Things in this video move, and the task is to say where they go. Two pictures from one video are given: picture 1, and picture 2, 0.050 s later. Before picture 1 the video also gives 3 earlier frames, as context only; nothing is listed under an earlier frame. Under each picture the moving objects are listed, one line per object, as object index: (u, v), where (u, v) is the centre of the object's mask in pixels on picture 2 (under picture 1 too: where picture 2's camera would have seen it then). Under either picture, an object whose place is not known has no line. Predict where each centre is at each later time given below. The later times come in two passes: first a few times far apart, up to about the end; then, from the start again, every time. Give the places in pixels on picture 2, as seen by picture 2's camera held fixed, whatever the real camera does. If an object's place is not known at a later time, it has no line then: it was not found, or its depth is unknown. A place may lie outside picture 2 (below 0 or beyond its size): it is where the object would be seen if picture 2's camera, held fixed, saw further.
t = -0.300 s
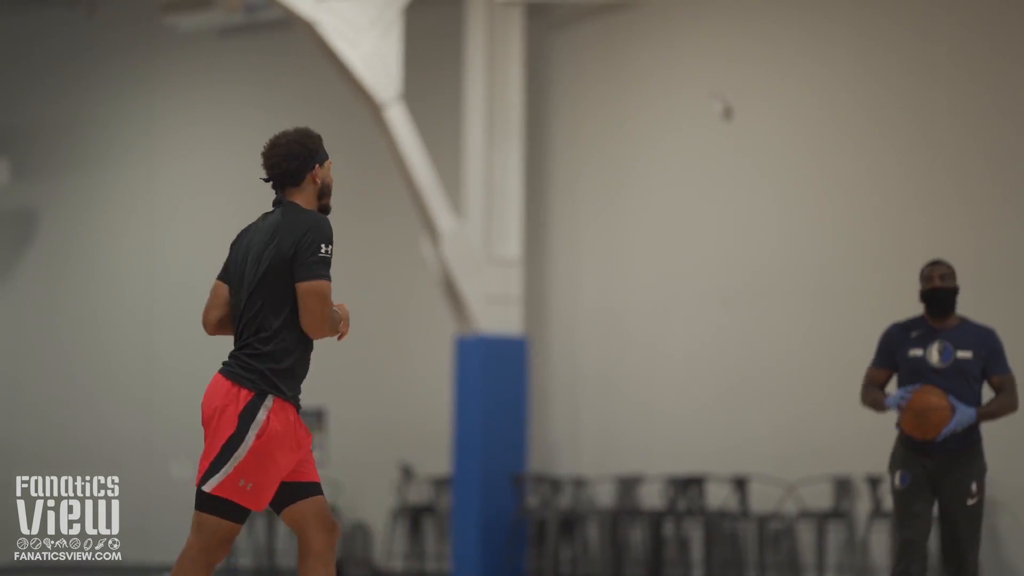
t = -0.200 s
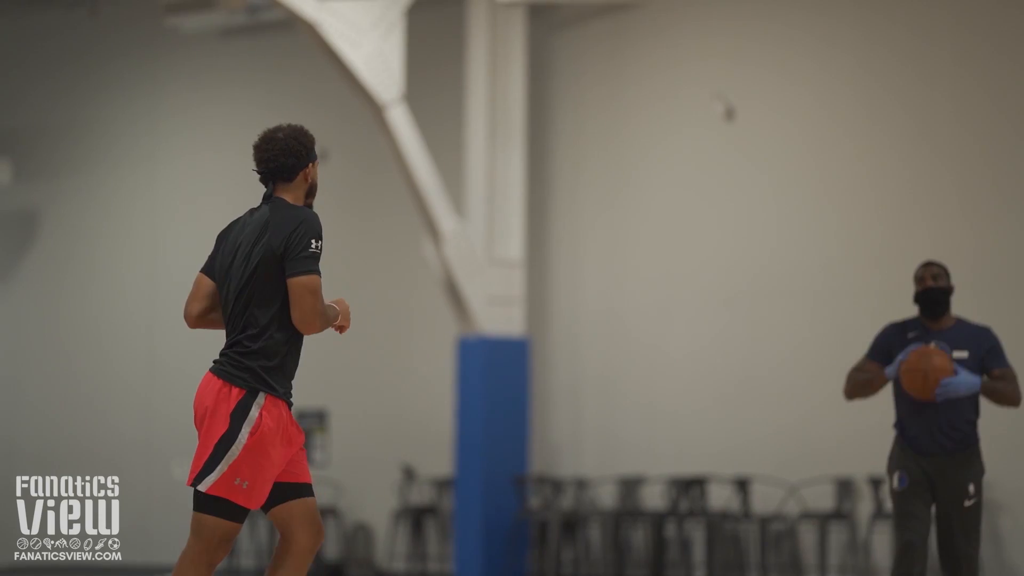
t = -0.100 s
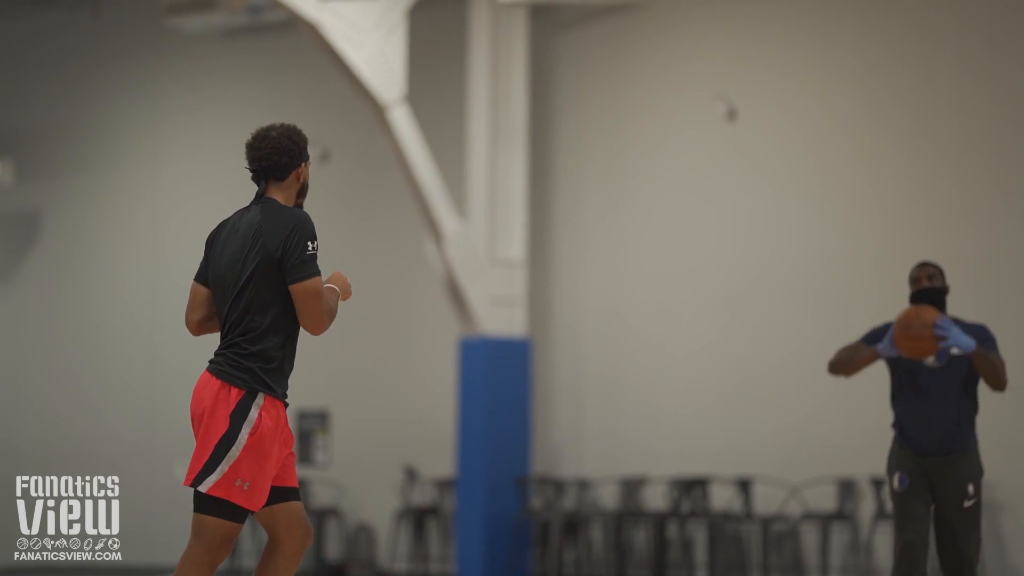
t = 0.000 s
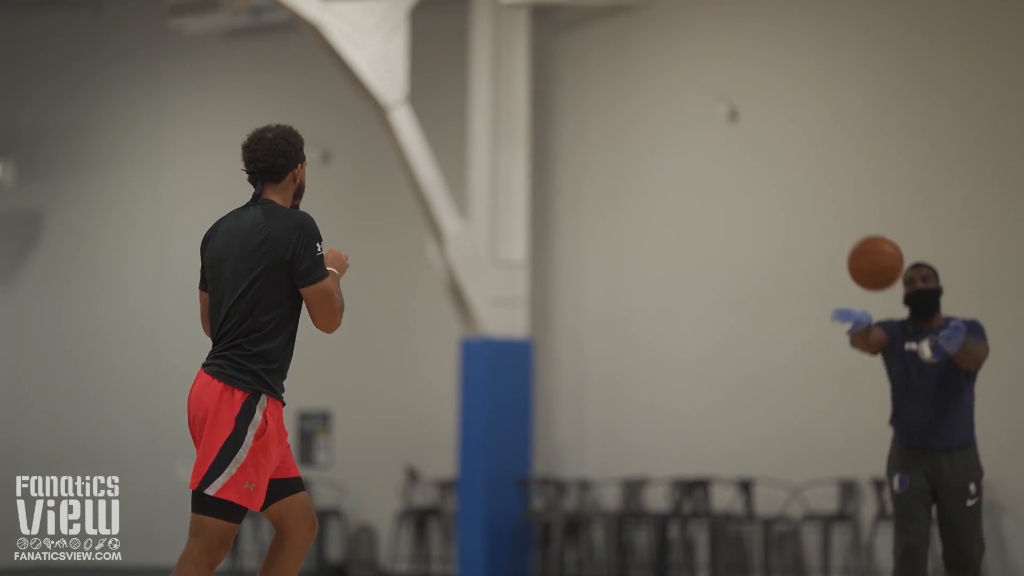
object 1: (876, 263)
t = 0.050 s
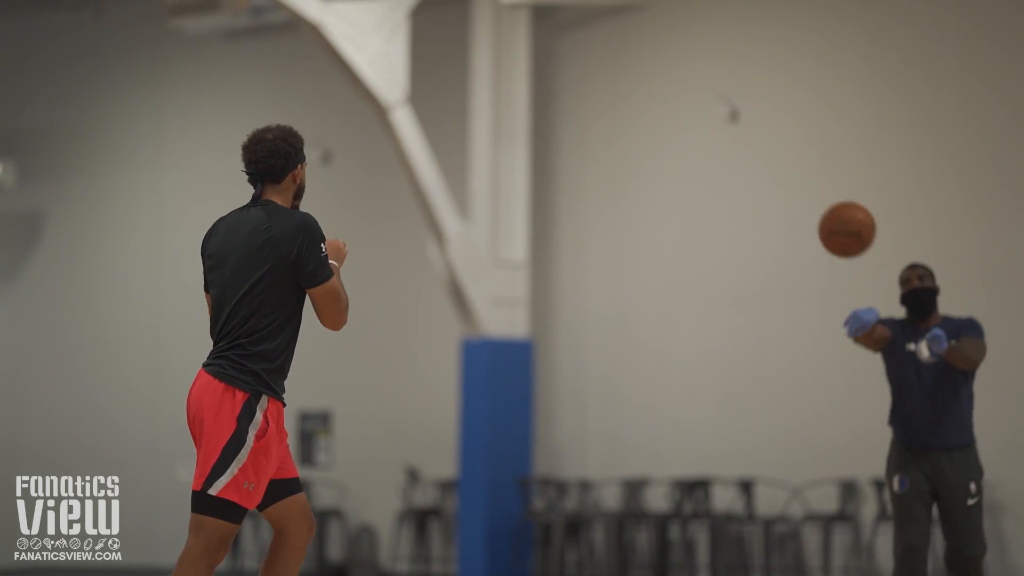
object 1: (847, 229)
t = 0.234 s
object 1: (730, 145)
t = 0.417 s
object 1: (592, 134)
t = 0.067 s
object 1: (837, 219)
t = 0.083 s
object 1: (827, 209)
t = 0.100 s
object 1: (817, 200)
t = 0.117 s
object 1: (807, 191)
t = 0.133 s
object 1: (796, 183)
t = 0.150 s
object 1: (786, 175)
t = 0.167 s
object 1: (775, 168)
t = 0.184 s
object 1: (764, 161)
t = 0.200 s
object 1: (753, 155)
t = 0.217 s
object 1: (742, 150)
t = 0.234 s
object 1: (730, 145)
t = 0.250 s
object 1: (719, 141)
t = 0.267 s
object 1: (707, 137)
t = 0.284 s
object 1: (695, 134)
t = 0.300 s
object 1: (683, 132)
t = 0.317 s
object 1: (670, 130)
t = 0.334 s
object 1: (658, 129)
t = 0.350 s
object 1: (645, 129)
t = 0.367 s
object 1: (632, 129)
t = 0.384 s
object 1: (619, 130)
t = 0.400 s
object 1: (605, 132)
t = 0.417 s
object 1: (592, 134)
